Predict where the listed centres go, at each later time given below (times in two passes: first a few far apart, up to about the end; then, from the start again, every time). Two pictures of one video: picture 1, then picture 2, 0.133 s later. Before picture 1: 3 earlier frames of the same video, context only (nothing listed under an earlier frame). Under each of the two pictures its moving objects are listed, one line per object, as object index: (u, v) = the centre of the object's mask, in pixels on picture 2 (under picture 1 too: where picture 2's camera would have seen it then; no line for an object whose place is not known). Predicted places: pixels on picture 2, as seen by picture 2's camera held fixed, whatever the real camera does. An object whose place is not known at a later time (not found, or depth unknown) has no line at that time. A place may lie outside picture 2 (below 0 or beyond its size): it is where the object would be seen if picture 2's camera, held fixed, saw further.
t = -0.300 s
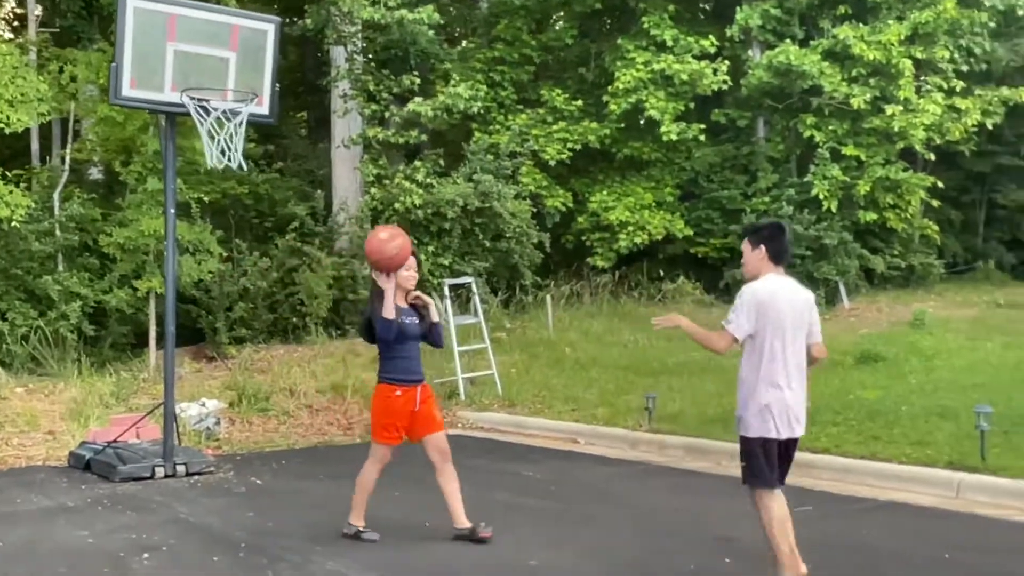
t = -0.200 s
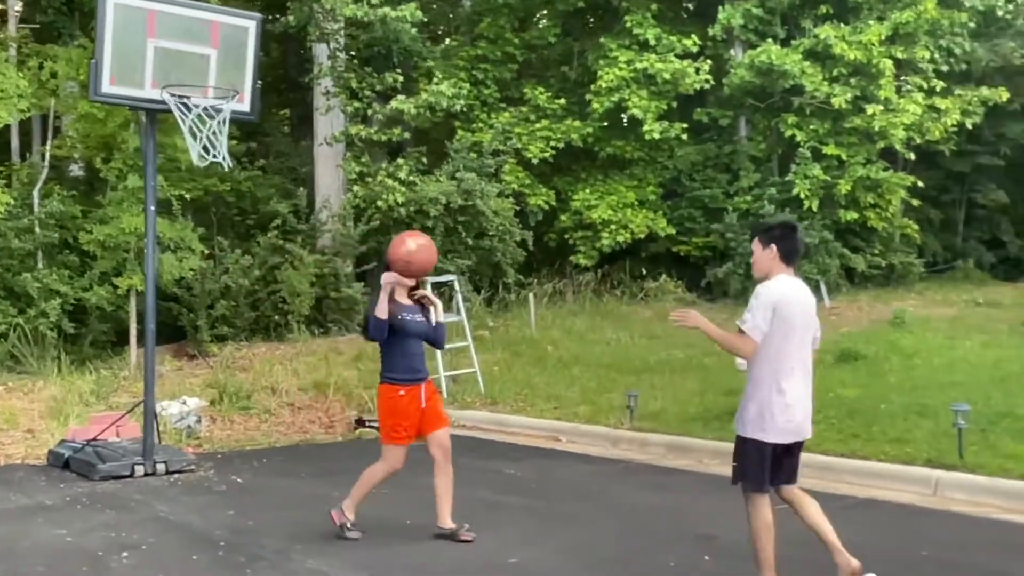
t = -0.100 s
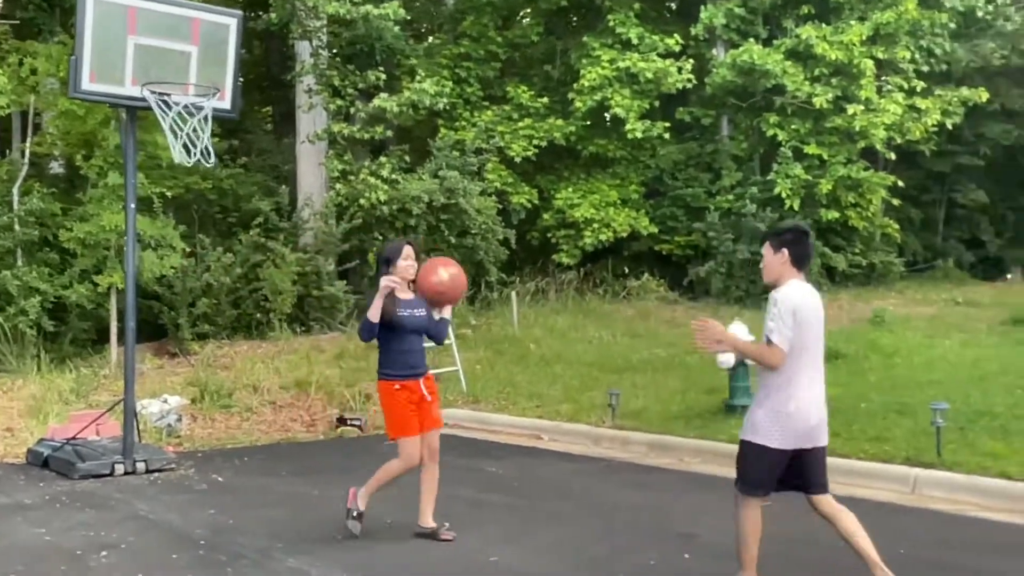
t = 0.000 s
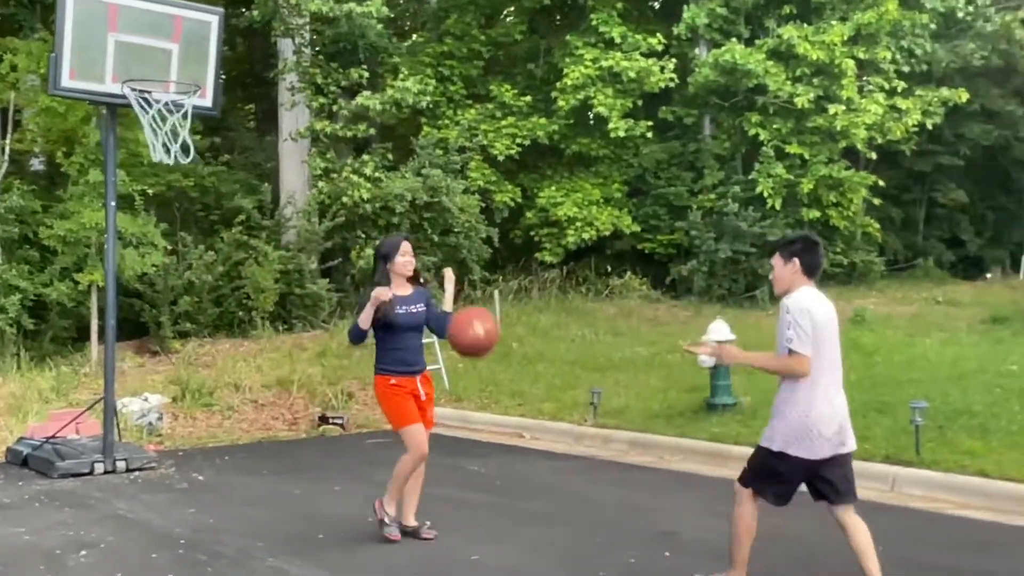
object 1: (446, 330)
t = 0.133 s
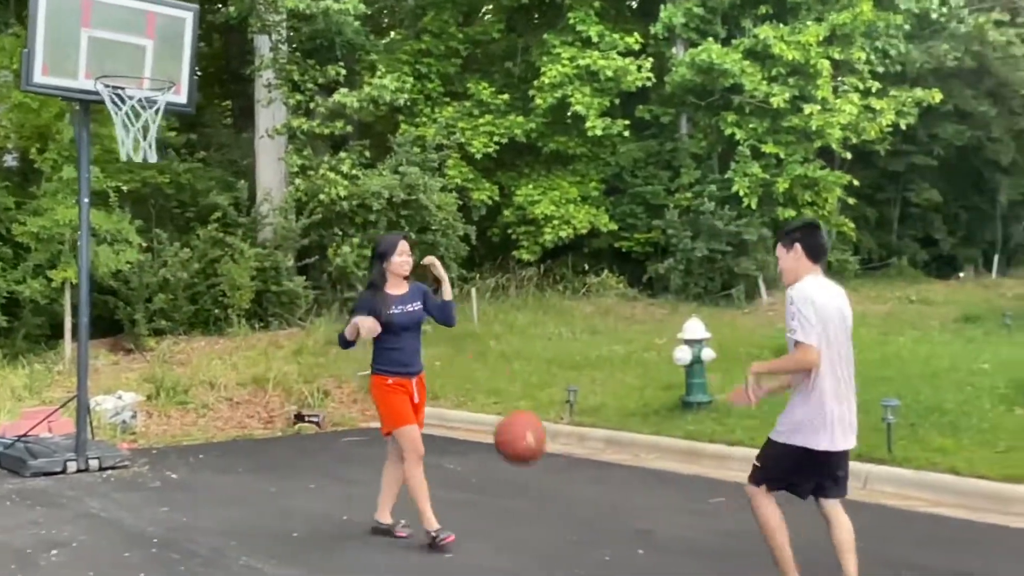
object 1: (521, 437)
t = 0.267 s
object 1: (597, 556)
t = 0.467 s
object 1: (674, 414)
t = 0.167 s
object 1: (540, 472)
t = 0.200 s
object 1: (560, 507)
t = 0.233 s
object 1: (581, 548)
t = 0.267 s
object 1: (597, 556)
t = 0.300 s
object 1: (609, 529)
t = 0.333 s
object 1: (622, 501)
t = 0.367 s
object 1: (634, 477)
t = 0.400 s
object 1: (647, 453)
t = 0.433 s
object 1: (660, 431)
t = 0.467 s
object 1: (674, 414)
